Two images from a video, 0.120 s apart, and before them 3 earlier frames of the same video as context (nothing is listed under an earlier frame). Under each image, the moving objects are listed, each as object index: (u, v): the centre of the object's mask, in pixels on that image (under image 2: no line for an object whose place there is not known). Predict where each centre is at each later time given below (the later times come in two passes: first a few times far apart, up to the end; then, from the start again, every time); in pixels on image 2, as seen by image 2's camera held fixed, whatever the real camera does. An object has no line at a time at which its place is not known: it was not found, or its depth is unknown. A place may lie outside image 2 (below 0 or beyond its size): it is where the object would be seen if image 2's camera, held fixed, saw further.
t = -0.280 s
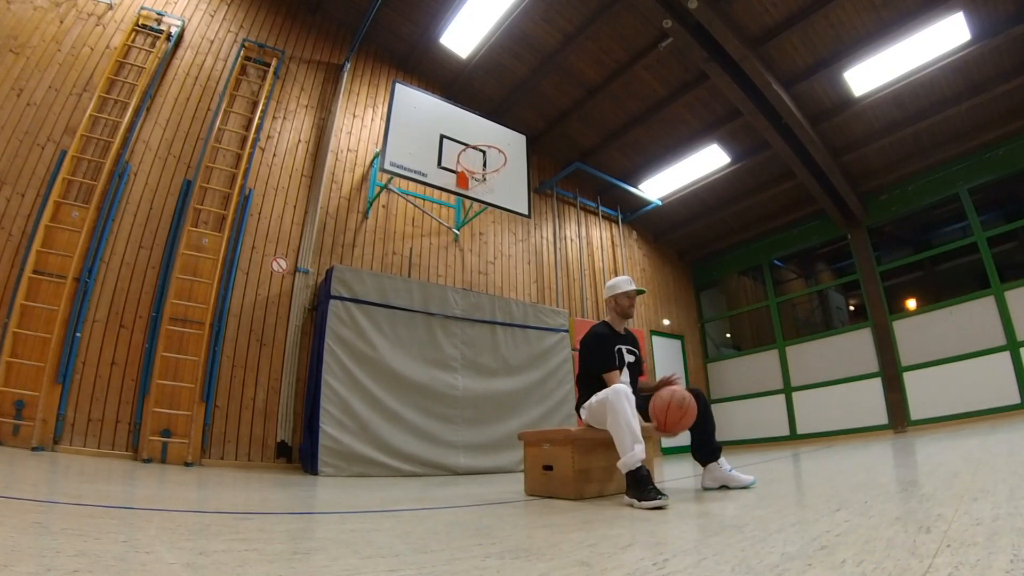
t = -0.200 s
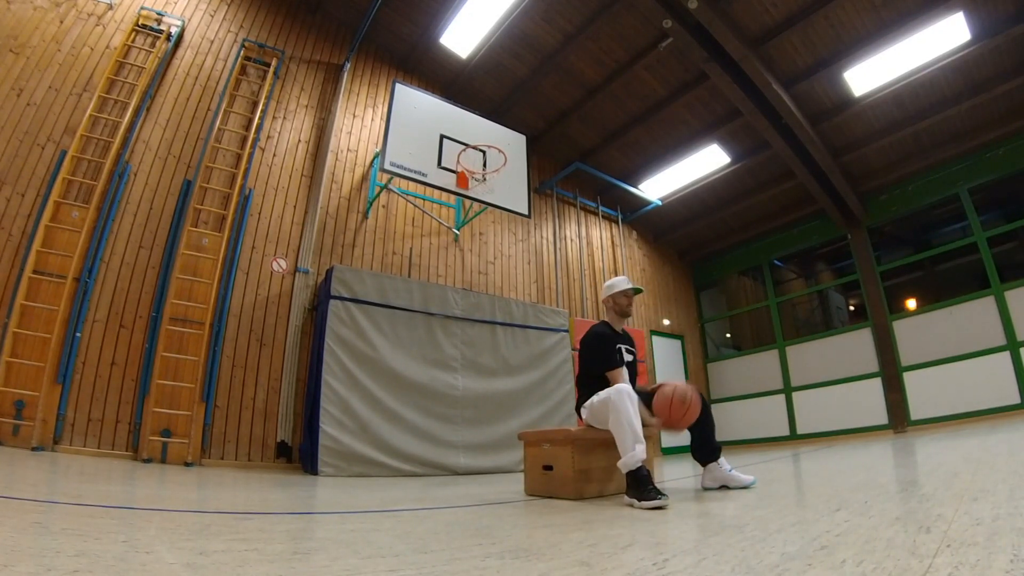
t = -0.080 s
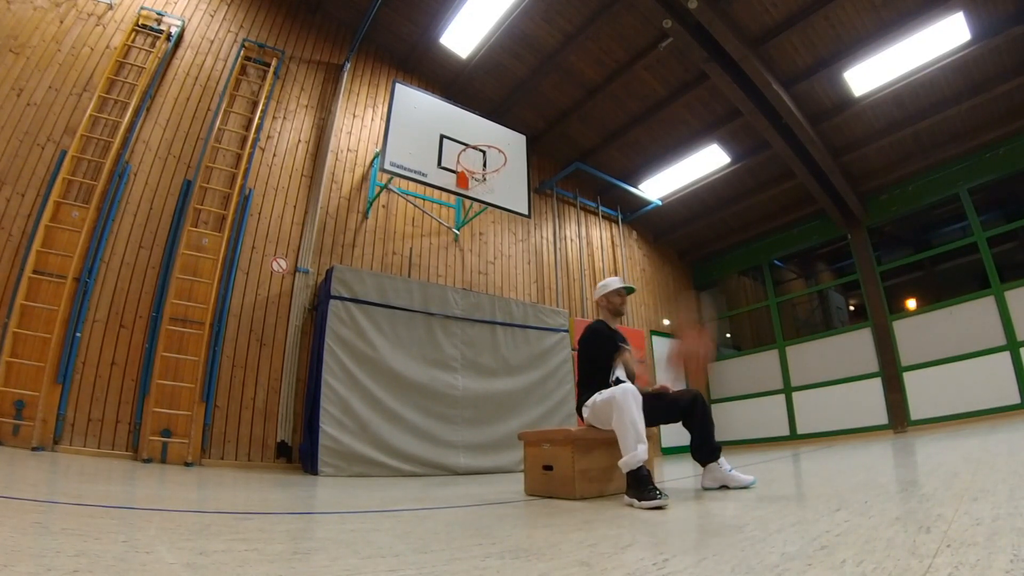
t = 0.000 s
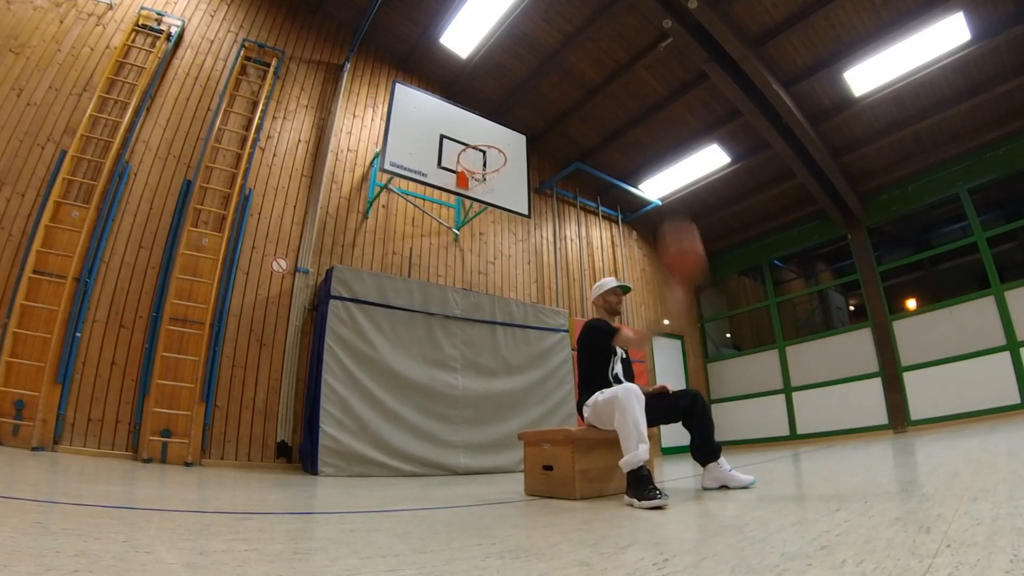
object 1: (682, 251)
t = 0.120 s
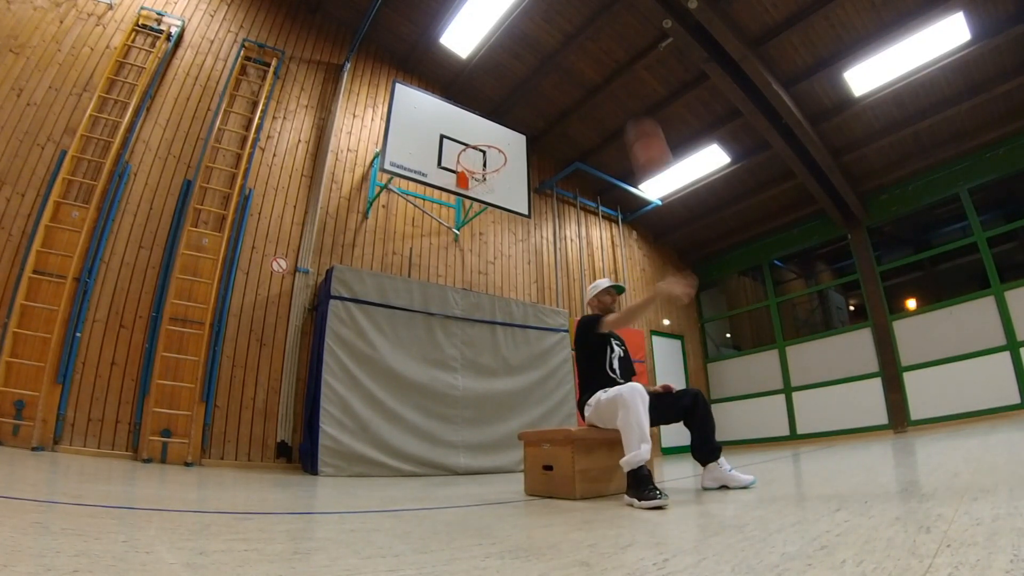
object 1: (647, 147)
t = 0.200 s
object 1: (632, 108)
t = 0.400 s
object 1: (602, 51)
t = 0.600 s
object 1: (584, 38)
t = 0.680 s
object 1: (580, 42)
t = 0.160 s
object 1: (640, 128)
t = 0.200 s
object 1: (632, 108)
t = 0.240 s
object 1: (625, 94)
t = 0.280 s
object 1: (618, 78)
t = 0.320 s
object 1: (612, 68)
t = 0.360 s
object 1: (606, 57)
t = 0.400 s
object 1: (602, 51)
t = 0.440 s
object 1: (598, 46)
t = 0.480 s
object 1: (594, 42)
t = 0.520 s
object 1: (591, 39)
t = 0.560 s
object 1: (587, 38)
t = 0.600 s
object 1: (584, 38)
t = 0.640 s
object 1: (582, 39)
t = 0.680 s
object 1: (580, 42)
